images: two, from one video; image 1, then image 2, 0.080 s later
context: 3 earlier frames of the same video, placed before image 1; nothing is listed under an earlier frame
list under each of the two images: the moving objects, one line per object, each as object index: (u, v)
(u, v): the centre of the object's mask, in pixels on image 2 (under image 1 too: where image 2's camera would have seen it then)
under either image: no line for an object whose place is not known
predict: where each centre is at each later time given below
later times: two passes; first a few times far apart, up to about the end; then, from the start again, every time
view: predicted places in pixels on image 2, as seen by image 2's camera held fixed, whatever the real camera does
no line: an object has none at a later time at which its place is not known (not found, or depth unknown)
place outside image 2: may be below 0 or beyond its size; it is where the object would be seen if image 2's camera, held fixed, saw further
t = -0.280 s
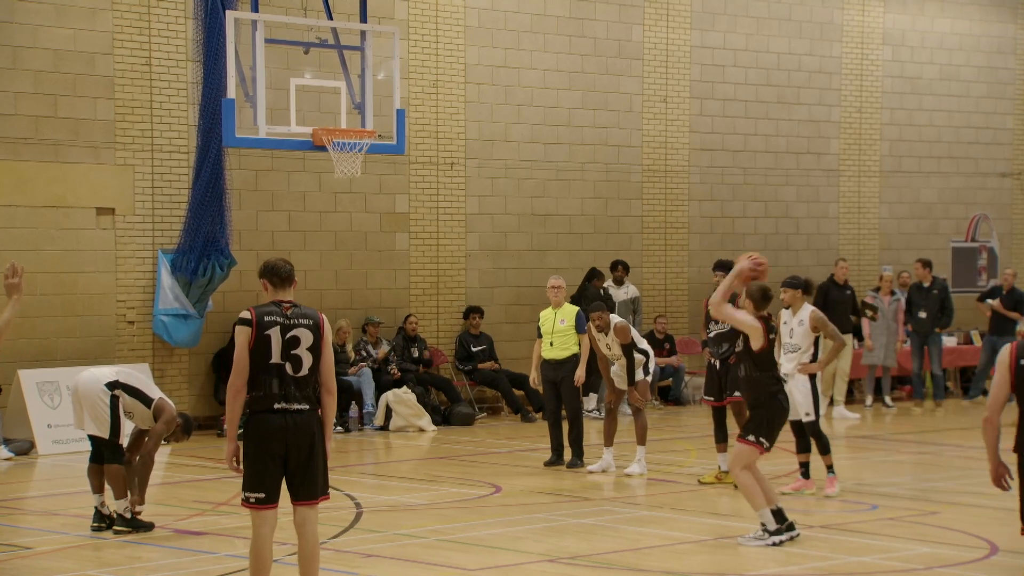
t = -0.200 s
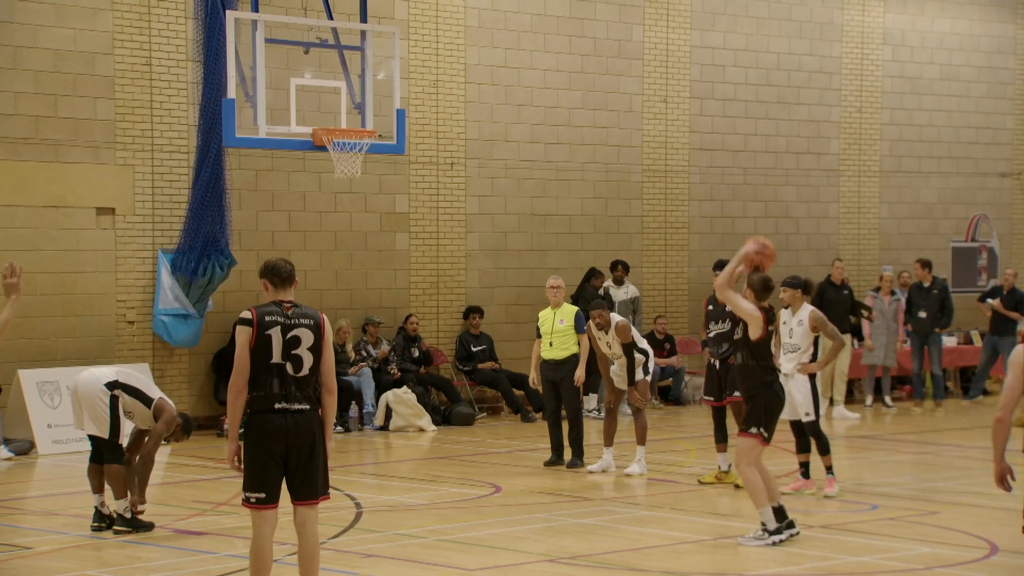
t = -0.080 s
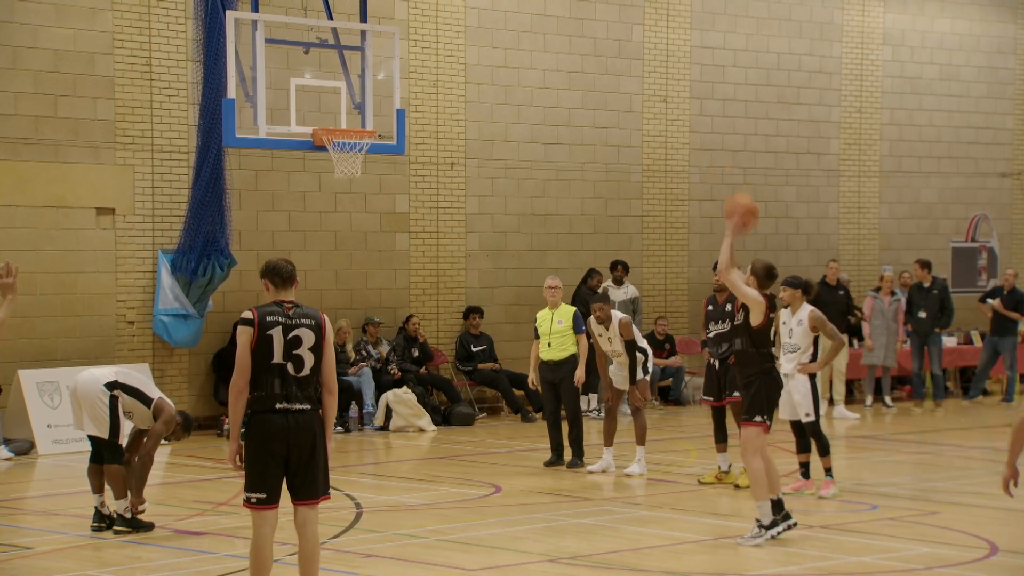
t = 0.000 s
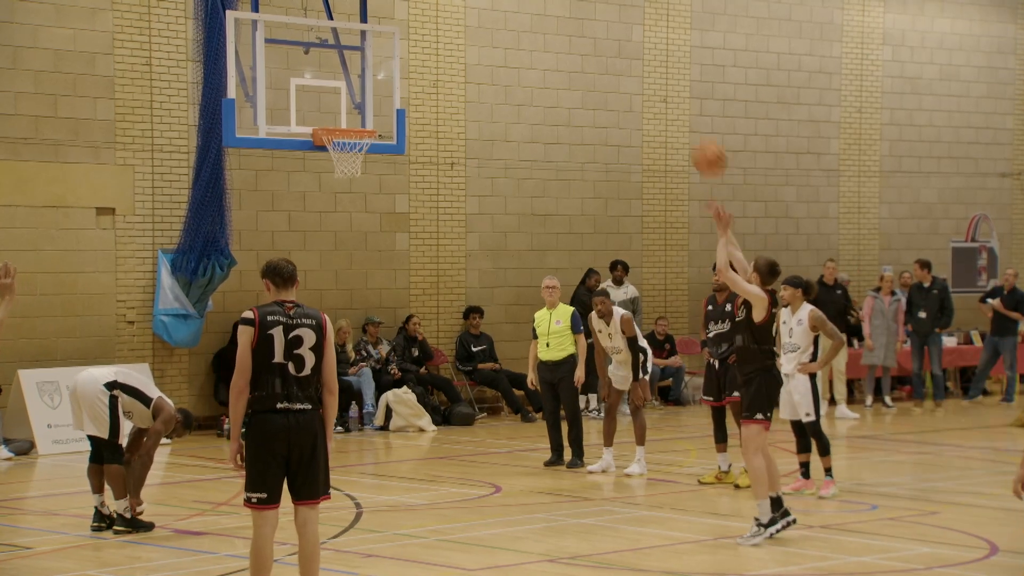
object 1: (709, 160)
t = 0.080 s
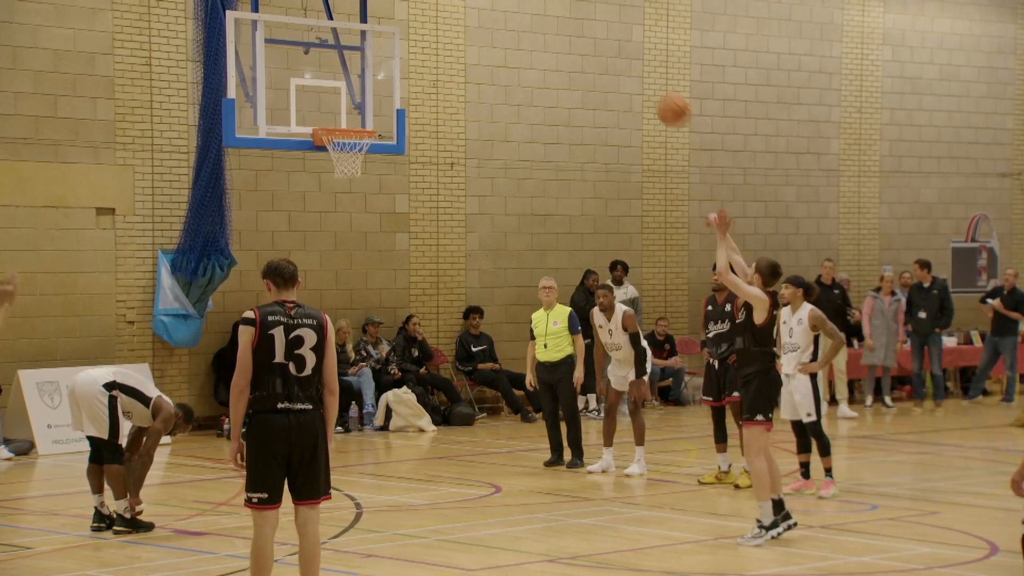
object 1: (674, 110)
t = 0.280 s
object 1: (589, 30)
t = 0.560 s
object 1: (482, 11)
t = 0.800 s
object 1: (399, 68)
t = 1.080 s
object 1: (326, 155)
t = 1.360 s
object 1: (314, 215)
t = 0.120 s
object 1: (655, 89)
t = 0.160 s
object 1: (638, 71)
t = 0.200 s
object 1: (621, 54)
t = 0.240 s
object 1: (605, 42)
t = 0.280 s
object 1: (589, 30)
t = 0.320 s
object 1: (572, 21)
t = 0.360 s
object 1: (557, 14)
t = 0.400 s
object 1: (541, 11)
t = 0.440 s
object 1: (526, 10)
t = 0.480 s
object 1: (511, 9)
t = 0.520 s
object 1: (496, 10)
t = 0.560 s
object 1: (482, 11)
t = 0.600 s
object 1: (468, 14)
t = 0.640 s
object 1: (454, 21)
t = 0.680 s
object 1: (440, 30)
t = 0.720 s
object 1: (427, 41)
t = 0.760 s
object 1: (413, 54)
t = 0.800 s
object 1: (399, 68)
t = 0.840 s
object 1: (387, 83)
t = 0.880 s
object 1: (375, 101)
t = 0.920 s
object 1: (363, 118)
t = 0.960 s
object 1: (350, 140)
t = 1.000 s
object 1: (338, 150)
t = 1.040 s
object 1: (328, 153)
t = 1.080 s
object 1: (326, 155)
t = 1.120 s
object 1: (324, 159)
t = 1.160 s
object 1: (322, 163)
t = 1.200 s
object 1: (321, 170)
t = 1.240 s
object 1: (319, 178)
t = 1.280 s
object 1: (318, 188)
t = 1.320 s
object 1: (316, 201)
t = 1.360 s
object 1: (314, 215)
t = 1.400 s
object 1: (312, 231)
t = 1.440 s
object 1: (311, 250)
